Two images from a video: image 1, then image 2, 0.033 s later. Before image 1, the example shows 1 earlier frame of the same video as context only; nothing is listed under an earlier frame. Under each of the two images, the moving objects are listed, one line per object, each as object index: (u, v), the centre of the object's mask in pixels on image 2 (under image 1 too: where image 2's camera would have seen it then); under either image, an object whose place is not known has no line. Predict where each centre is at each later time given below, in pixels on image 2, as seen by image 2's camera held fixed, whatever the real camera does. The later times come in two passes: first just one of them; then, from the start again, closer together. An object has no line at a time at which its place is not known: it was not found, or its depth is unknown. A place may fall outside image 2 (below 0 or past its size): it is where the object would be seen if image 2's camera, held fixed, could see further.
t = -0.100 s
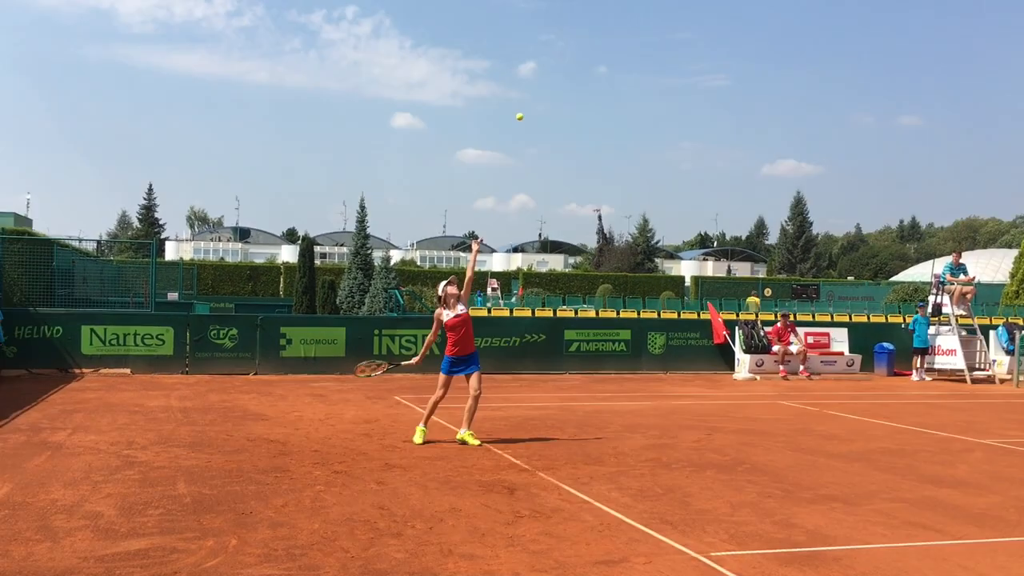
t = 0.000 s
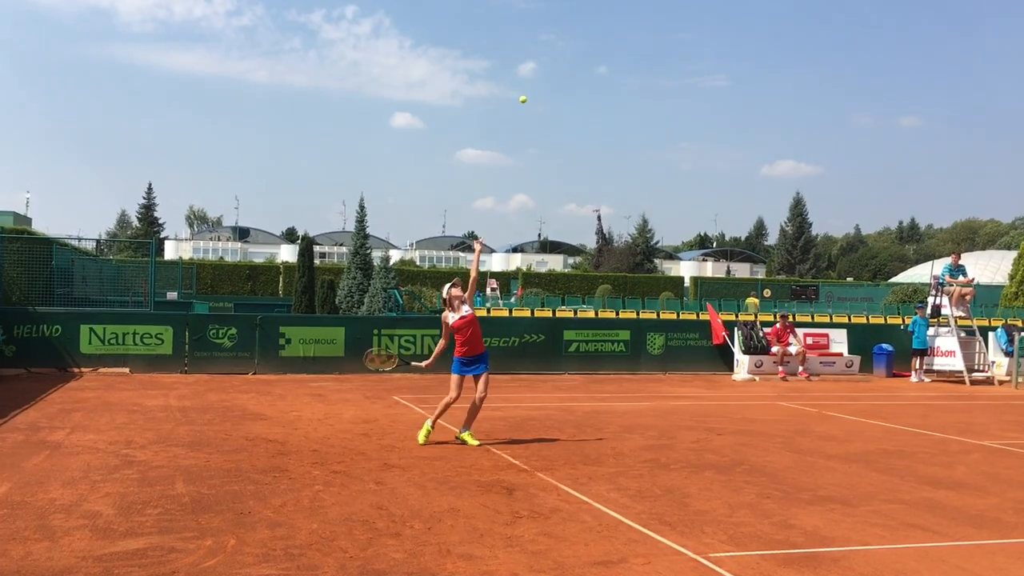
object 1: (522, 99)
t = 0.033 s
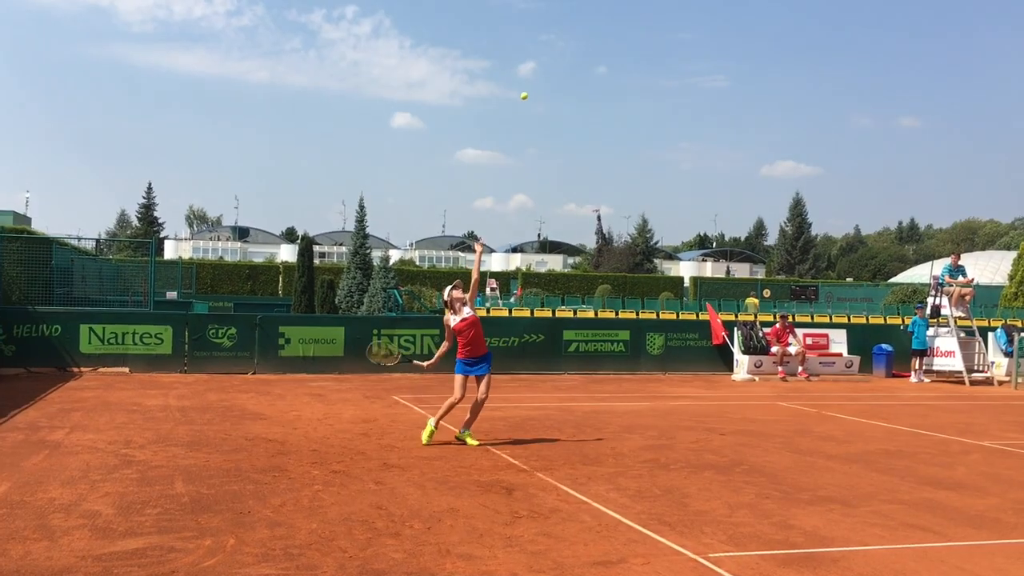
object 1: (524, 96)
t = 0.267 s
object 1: (531, 101)
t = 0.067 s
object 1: (525, 93)
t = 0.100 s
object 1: (526, 92)
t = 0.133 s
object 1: (527, 92)
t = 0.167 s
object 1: (528, 92)
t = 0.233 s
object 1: (530, 97)
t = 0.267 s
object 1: (531, 101)
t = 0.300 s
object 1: (532, 107)
